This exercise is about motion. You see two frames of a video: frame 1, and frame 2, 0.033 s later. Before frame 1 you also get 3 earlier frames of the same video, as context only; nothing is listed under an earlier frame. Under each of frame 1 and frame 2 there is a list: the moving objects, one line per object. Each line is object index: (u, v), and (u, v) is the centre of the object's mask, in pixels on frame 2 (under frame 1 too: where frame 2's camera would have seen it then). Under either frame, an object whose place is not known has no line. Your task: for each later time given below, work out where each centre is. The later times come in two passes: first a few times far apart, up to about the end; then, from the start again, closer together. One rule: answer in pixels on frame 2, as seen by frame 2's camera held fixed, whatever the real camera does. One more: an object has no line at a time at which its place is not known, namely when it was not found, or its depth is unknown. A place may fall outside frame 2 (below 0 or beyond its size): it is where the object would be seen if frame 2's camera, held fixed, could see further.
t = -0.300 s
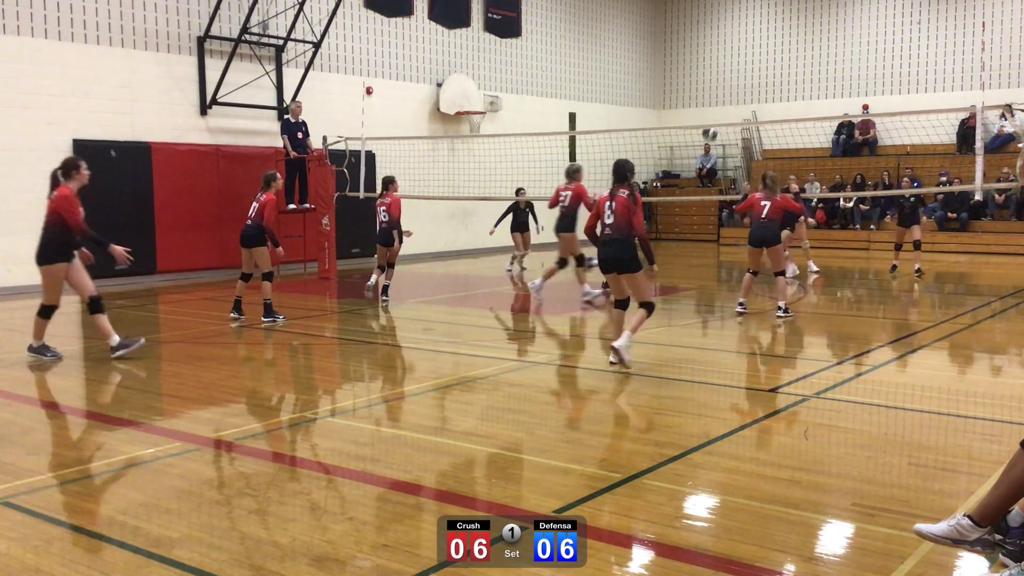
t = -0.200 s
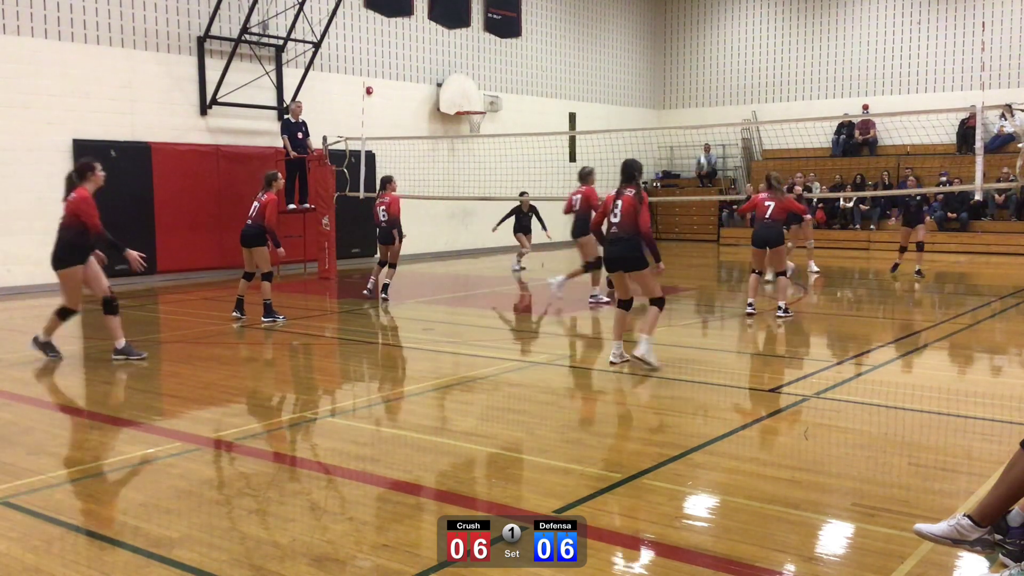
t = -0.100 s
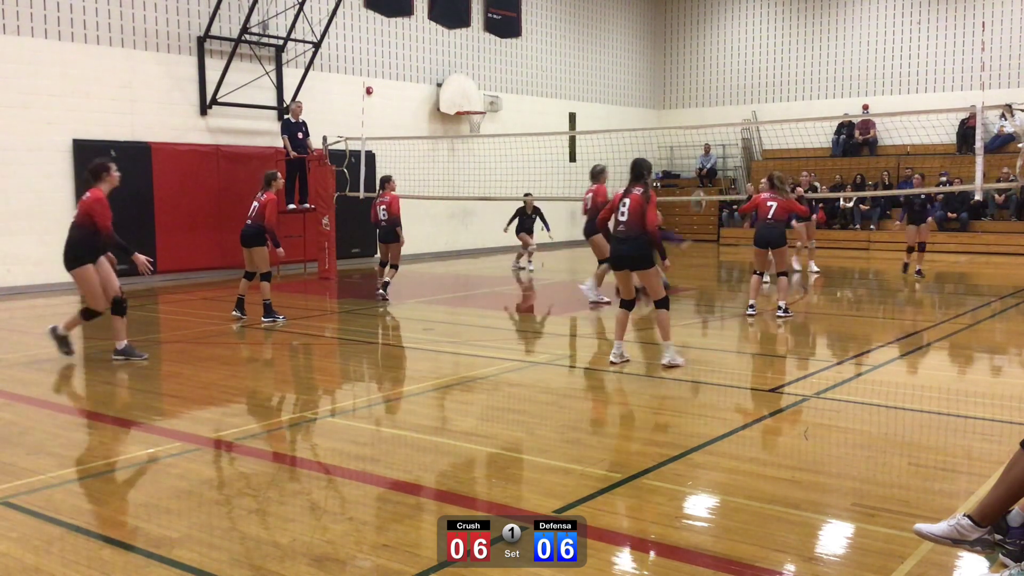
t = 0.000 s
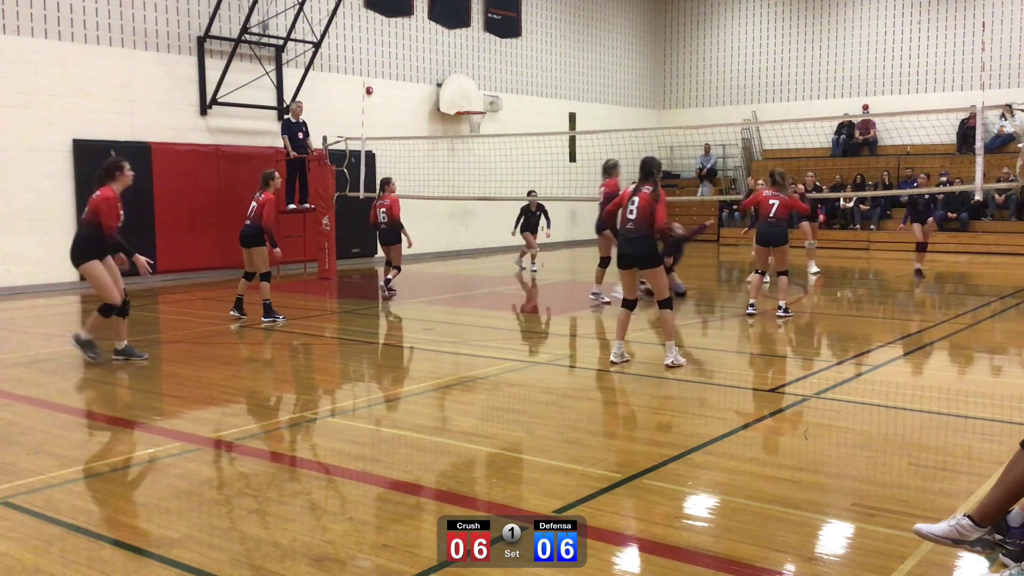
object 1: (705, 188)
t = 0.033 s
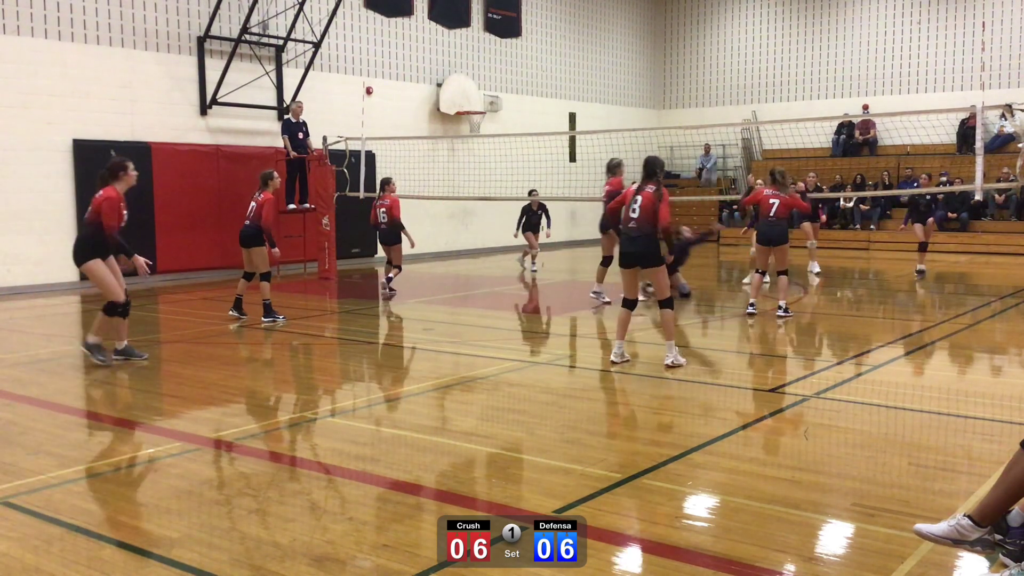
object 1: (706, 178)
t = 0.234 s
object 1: (739, 99)
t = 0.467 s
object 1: (773, 42)
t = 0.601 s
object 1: (791, 29)
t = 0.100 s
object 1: (721, 146)
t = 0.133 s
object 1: (725, 135)
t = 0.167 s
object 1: (730, 117)
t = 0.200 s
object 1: (734, 110)
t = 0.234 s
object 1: (739, 99)
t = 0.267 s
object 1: (744, 88)
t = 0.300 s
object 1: (749, 79)
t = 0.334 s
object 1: (754, 69)
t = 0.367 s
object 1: (759, 61)
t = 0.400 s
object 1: (763, 53)
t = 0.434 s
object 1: (767, 48)
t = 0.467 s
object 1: (773, 42)
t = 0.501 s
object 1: (778, 38)
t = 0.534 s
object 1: (782, 35)
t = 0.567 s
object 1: (786, 31)
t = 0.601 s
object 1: (791, 29)
